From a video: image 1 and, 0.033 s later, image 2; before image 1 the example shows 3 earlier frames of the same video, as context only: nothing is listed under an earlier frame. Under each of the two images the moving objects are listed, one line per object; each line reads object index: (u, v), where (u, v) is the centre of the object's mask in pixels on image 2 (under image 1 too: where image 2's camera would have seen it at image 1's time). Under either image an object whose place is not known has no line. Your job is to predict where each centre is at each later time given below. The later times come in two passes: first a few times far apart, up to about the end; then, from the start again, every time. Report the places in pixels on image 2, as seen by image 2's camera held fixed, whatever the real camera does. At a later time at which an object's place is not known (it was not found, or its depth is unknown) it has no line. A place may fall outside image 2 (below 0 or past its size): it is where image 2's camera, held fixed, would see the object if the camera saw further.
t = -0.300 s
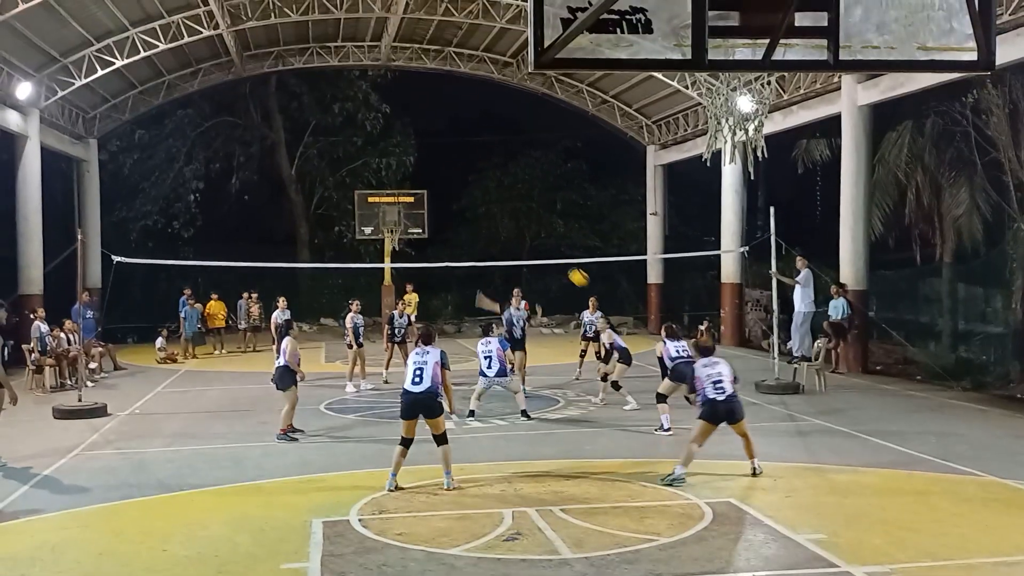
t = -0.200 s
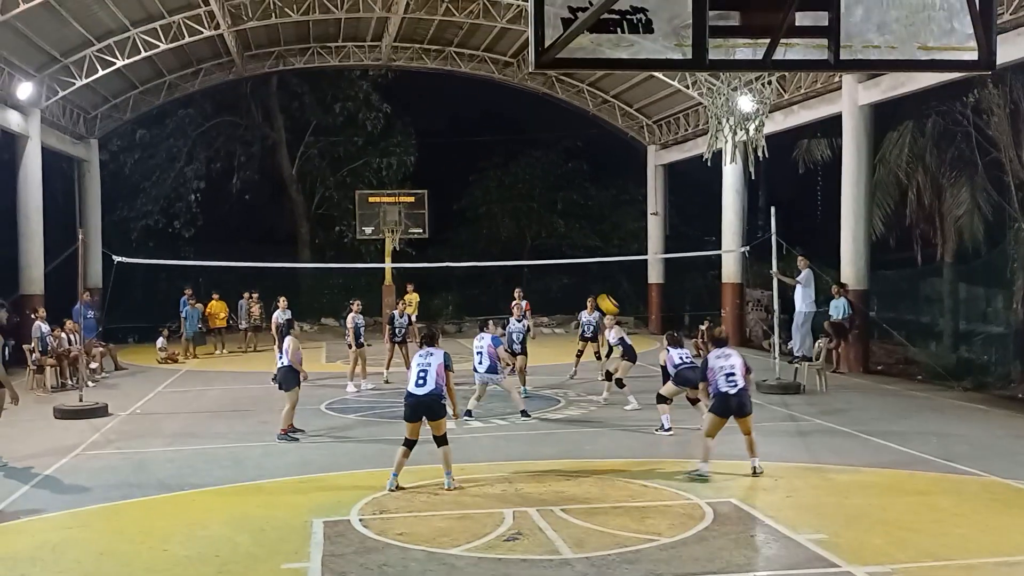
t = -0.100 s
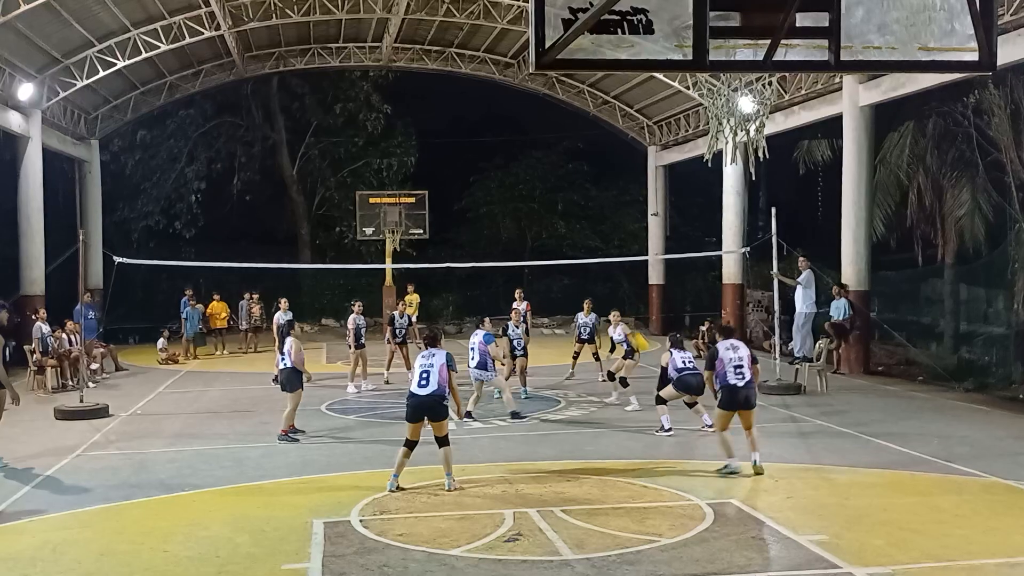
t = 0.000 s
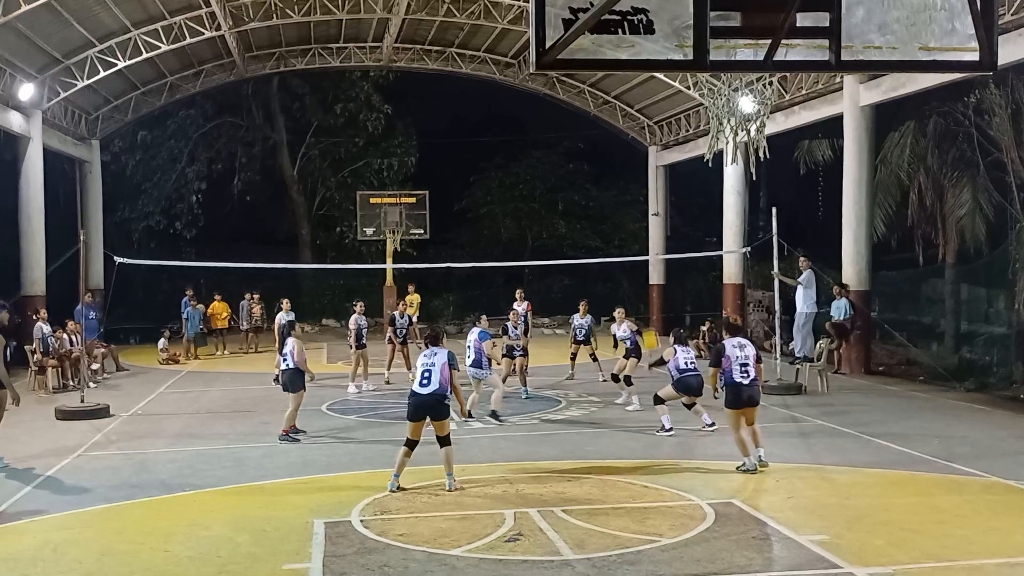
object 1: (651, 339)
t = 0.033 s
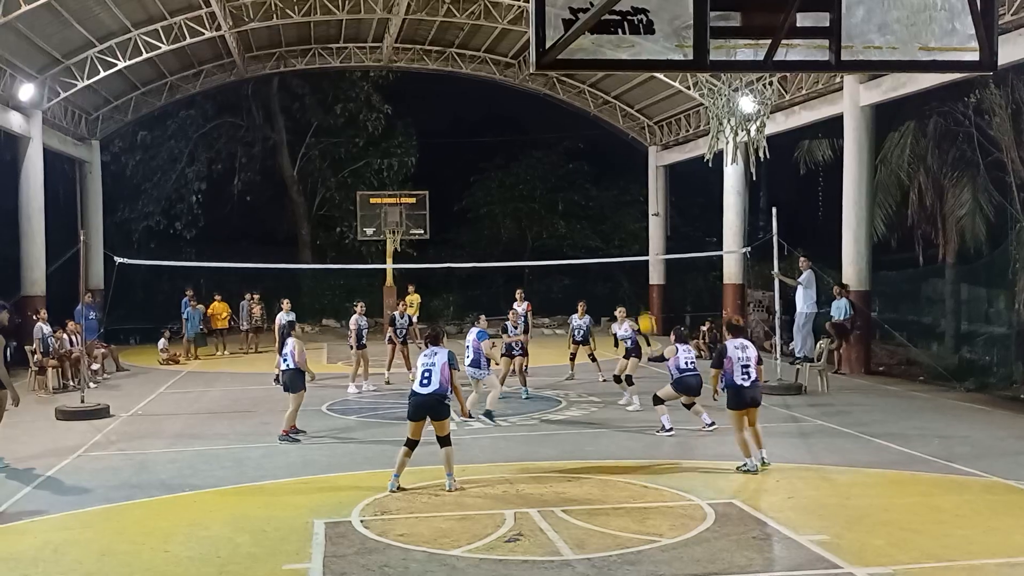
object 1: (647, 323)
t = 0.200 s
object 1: (627, 254)
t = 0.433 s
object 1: (604, 200)
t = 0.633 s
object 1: (585, 186)
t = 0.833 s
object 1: (568, 199)
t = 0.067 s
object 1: (643, 307)
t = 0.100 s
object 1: (639, 293)
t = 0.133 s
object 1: (635, 279)
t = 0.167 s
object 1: (631, 268)
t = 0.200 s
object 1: (627, 254)
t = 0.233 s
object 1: (623, 244)
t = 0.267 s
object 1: (620, 234)
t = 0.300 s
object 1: (616, 226)
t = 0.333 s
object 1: (613, 218)
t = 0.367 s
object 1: (610, 211)
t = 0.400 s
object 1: (607, 205)
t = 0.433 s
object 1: (604, 200)
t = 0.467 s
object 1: (601, 195)
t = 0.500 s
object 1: (597, 192)
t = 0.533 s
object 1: (594, 189)
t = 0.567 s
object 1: (591, 187)
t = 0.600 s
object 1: (588, 186)
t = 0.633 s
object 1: (585, 186)
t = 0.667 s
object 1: (582, 186)
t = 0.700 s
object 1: (579, 187)
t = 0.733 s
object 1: (576, 189)
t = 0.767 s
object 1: (574, 192)
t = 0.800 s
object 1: (571, 195)
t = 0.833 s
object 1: (568, 199)
